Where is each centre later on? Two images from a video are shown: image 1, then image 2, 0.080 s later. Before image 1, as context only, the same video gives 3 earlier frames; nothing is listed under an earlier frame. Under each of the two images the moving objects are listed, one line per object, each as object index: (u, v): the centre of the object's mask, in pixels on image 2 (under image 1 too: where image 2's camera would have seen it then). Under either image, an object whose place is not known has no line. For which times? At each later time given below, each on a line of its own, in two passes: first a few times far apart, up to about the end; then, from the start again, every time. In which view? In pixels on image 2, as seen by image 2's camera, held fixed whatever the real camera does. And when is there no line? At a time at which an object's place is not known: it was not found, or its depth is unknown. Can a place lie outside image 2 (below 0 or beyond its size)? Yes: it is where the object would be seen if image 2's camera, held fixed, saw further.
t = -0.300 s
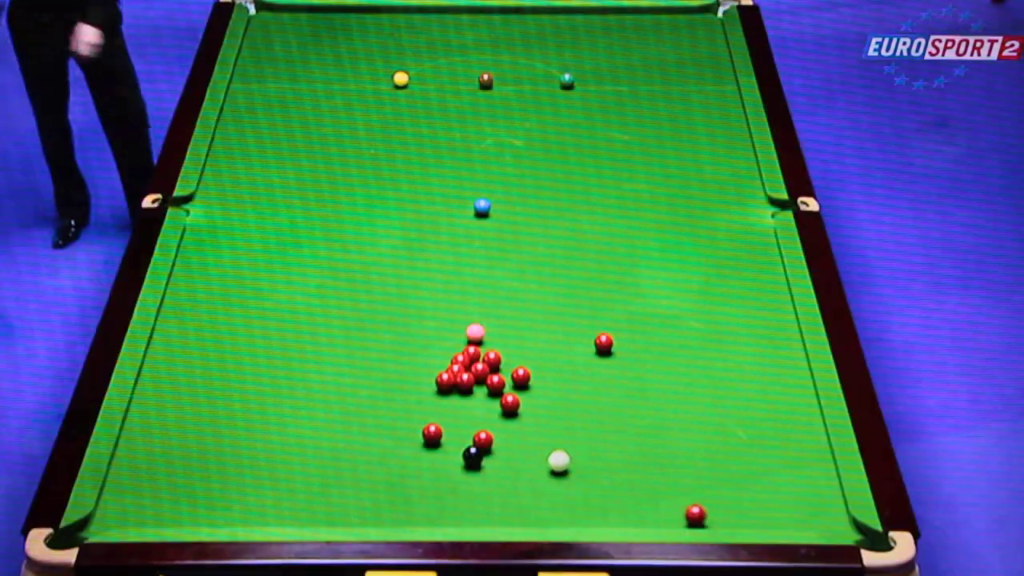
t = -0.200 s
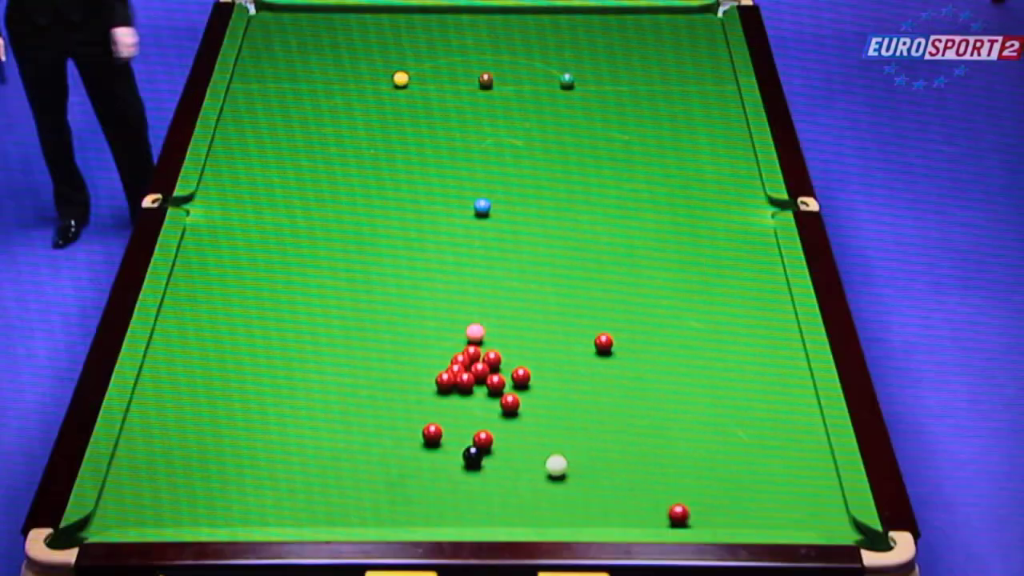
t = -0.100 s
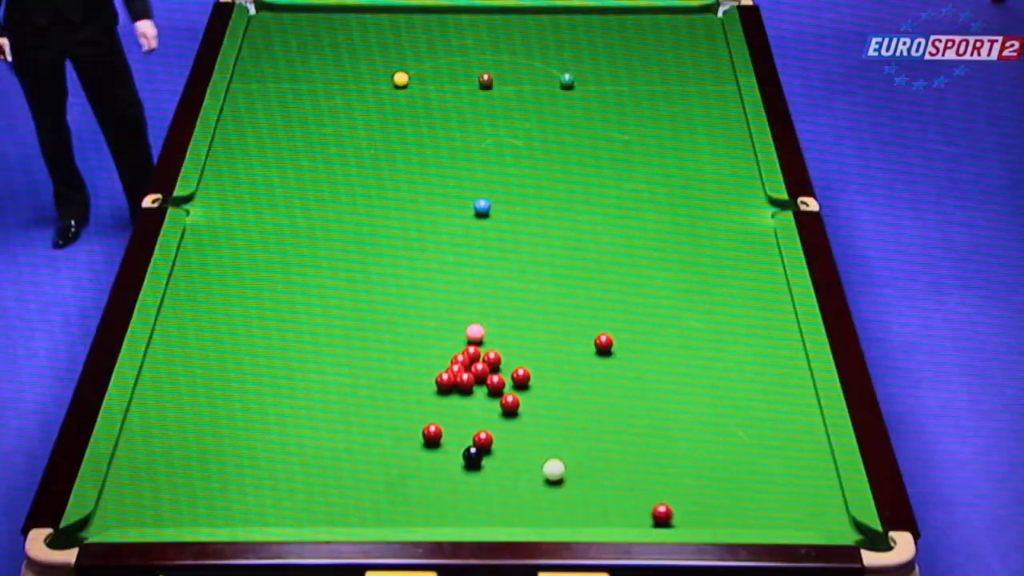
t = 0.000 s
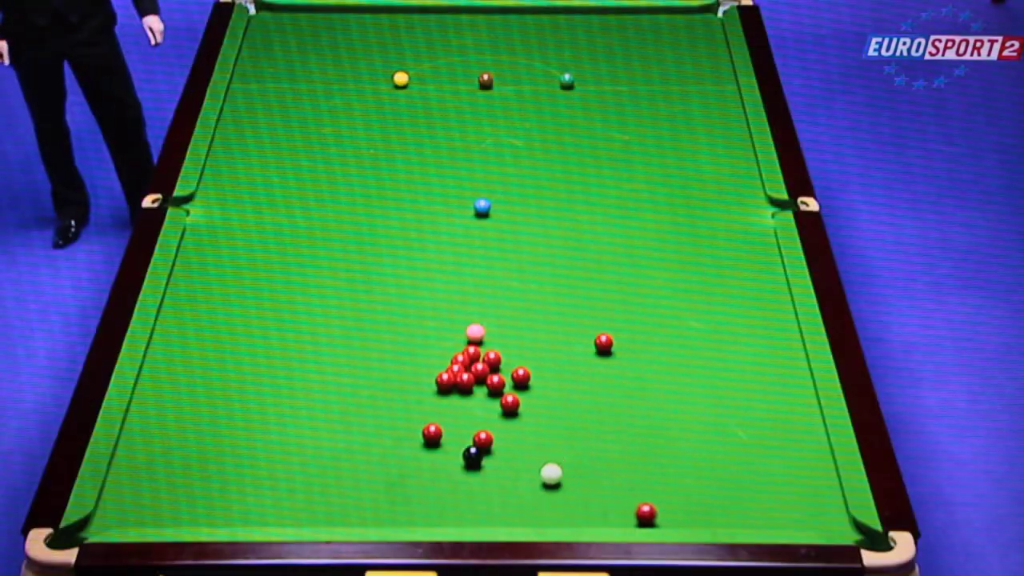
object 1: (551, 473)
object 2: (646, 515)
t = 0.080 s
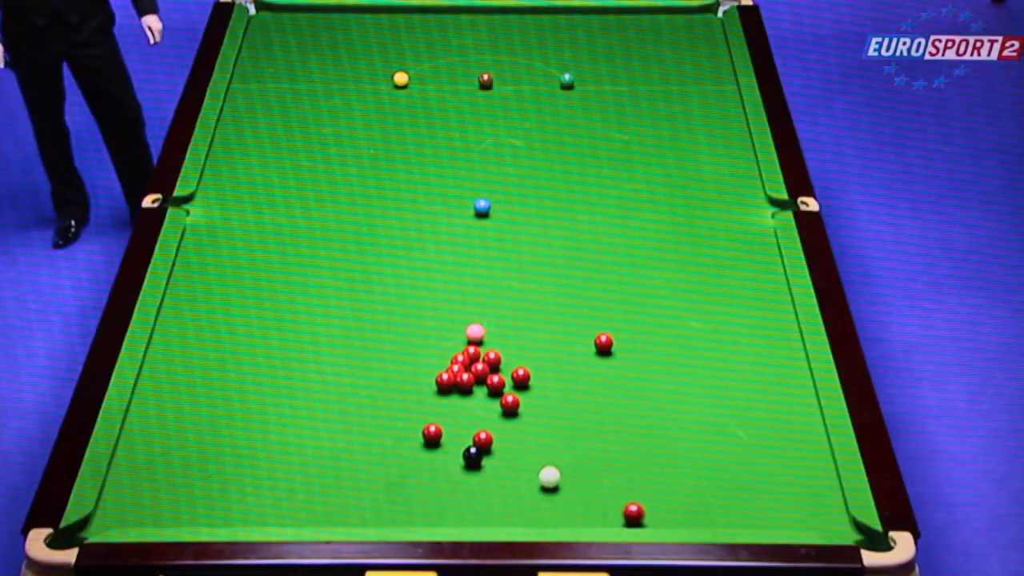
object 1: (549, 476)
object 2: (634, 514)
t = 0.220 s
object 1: (546, 482)
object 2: (612, 514)
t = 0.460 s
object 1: (541, 490)
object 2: (577, 513)
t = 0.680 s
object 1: (537, 495)
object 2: (548, 512)
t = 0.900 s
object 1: (533, 498)
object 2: (521, 514)
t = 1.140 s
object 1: (530, 499)
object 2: (495, 517)
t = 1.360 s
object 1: (528, 499)
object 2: (472, 519)
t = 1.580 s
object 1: (528, 499)
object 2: (452, 520)
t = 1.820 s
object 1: (528, 499)
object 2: (434, 519)
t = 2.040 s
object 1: (528, 500)
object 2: (420, 518)
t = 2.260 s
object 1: (528, 500)
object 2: (407, 517)
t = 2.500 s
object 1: (528, 500)
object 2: (395, 516)
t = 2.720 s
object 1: (528, 500)
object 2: (386, 516)
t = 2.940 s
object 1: (528, 500)
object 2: (378, 516)
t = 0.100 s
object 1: (549, 477)
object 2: (631, 514)
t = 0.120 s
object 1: (548, 478)
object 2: (627, 514)
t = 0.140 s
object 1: (548, 479)
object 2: (624, 514)
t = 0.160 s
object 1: (548, 479)
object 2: (621, 514)
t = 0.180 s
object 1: (547, 480)
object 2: (618, 514)
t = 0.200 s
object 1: (547, 481)
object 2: (615, 514)
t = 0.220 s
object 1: (546, 482)
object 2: (612, 514)
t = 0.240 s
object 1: (546, 483)
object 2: (609, 514)
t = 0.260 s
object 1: (545, 483)
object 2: (606, 514)
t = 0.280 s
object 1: (545, 484)
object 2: (603, 513)
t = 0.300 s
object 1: (544, 485)
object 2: (600, 513)
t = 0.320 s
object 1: (544, 485)
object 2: (597, 513)
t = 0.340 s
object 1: (544, 486)
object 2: (594, 513)
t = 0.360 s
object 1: (543, 487)
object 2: (591, 513)
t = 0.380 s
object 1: (543, 487)
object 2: (589, 513)
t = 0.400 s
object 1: (542, 488)
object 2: (586, 513)
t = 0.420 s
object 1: (542, 489)
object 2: (583, 513)
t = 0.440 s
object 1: (542, 489)
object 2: (580, 513)
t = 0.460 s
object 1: (541, 490)
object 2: (577, 513)
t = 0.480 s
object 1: (541, 491)
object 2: (575, 512)
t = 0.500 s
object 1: (540, 491)
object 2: (572, 512)
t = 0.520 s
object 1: (540, 492)
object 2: (569, 512)
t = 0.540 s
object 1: (540, 493)
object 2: (566, 512)
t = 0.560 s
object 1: (539, 493)
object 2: (564, 512)
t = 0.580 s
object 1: (539, 494)
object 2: (561, 512)
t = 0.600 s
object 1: (539, 494)
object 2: (558, 512)
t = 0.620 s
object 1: (538, 495)
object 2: (555, 512)
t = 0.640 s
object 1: (538, 495)
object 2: (553, 512)
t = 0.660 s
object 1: (537, 496)
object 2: (550, 512)
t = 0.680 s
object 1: (537, 495)
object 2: (548, 512)
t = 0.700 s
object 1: (536, 496)
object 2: (545, 512)
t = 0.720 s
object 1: (536, 496)
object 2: (542, 512)
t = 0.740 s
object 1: (536, 496)
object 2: (539, 512)
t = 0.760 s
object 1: (535, 496)
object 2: (537, 512)
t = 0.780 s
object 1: (535, 496)
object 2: (535, 512)
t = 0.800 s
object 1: (535, 496)
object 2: (533, 513)
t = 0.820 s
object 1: (535, 497)
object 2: (531, 513)
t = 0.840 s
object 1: (535, 497)
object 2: (528, 513)
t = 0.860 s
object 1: (535, 498)
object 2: (526, 514)
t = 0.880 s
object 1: (534, 498)
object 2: (523, 514)
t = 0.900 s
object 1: (533, 498)
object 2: (521, 514)
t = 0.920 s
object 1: (533, 499)
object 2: (519, 515)
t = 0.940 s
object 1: (533, 499)
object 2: (516, 515)
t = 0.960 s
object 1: (532, 499)
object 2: (514, 515)
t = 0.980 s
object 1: (532, 499)
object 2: (512, 515)
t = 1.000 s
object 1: (532, 499)
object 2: (510, 515)
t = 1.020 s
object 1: (531, 499)
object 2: (507, 516)
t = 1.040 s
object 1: (531, 499)
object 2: (506, 516)
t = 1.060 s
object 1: (531, 499)
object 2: (503, 516)
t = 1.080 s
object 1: (530, 499)
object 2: (501, 516)
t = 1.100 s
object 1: (530, 499)
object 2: (499, 516)
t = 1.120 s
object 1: (530, 499)
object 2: (497, 517)
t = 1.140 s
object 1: (530, 499)
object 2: (495, 517)
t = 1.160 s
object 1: (529, 499)
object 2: (493, 517)
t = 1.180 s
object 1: (529, 499)
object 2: (490, 517)
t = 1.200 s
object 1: (529, 499)
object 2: (488, 517)
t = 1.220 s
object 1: (529, 499)
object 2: (486, 517)
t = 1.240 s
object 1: (529, 499)
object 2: (484, 518)
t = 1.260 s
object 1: (529, 499)
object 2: (482, 518)
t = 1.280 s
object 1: (528, 499)
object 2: (480, 518)
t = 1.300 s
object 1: (528, 500)
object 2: (478, 518)
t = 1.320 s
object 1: (528, 500)
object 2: (476, 519)
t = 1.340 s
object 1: (528, 499)
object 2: (474, 519)
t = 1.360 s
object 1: (528, 499)
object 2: (472, 519)
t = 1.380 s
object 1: (528, 499)
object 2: (470, 519)
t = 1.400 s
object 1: (528, 500)
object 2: (468, 519)
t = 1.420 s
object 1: (528, 499)
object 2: (466, 519)
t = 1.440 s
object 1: (528, 500)
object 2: (465, 520)
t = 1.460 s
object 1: (528, 499)
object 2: (463, 520)
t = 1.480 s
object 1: (528, 500)
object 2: (461, 520)
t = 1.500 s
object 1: (528, 499)
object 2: (459, 520)
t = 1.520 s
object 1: (528, 500)
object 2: (457, 520)
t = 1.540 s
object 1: (528, 500)
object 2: (455, 520)
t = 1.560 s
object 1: (528, 500)
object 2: (454, 520)
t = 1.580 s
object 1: (528, 499)
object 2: (452, 520)
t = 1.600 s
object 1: (528, 500)
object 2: (451, 520)
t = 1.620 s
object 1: (528, 499)
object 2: (449, 520)
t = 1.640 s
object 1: (528, 500)
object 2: (448, 520)
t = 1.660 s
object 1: (528, 500)
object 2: (446, 520)
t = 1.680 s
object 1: (528, 499)
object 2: (444, 520)
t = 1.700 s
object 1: (528, 499)
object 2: (443, 520)
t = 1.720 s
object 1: (528, 499)
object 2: (441, 519)
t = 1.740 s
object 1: (528, 499)
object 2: (440, 519)
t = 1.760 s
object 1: (528, 499)
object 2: (439, 519)
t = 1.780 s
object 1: (528, 499)
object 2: (437, 519)
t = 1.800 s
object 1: (528, 500)
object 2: (436, 519)
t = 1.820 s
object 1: (528, 499)
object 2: (434, 519)
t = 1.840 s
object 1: (528, 499)
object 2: (433, 519)
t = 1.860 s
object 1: (528, 499)
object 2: (432, 519)
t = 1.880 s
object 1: (528, 499)
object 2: (430, 519)
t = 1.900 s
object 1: (528, 499)
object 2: (429, 519)
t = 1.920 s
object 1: (528, 499)
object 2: (428, 519)
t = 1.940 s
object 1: (528, 499)
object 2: (426, 518)
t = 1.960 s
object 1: (528, 499)
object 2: (425, 518)
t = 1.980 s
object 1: (528, 499)
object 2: (424, 518)
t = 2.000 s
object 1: (528, 499)
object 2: (422, 518)
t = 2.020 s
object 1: (528, 499)
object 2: (421, 518)
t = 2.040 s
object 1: (528, 500)
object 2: (420, 518)
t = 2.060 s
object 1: (528, 500)
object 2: (419, 518)
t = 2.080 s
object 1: (528, 500)
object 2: (418, 518)
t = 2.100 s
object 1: (528, 500)
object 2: (416, 518)
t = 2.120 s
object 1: (528, 500)
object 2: (415, 518)
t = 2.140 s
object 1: (528, 500)
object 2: (414, 518)
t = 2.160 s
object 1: (528, 500)
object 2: (413, 518)
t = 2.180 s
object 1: (528, 500)
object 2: (412, 518)
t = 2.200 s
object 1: (528, 500)
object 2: (410, 517)
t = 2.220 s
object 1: (528, 500)
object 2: (409, 517)
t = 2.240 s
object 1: (528, 500)
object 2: (408, 517)
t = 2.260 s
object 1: (528, 500)
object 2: (407, 517)
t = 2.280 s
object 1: (528, 500)
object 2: (406, 517)
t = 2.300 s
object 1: (528, 500)
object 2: (405, 517)
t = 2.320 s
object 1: (528, 500)
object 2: (404, 517)
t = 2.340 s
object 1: (528, 500)
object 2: (403, 517)
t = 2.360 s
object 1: (528, 500)
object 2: (402, 517)
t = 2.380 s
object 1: (528, 500)
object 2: (401, 517)
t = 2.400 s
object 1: (528, 500)
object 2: (400, 517)
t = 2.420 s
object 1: (528, 500)
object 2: (399, 516)
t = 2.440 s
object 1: (528, 500)
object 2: (398, 516)
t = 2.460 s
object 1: (528, 500)
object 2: (397, 516)
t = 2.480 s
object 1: (528, 500)
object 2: (396, 516)
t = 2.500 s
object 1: (528, 500)
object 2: (395, 516)
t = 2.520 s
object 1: (528, 500)
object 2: (395, 516)
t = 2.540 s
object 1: (528, 500)
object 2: (394, 516)
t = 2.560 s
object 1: (528, 500)
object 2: (393, 516)
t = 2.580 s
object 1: (528, 500)
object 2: (392, 516)
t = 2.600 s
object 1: (528, 500)
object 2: (391, 516)
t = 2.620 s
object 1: (528, 500)
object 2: (390, 516)
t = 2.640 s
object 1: (528, 500)
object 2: (389, 516)
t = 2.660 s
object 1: (528, 500)
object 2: (388, 516)
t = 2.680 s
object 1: (528, 500)
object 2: (388, 516)
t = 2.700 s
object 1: (528, 500)
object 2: (387, 516)
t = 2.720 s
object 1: (528, 500)
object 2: (386, 516)
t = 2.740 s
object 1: (528, 500)
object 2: (385, 516)
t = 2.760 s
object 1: (528, 500)
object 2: (384, 516)
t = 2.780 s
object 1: (528, 500)
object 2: (384, 516)
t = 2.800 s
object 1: (528, 500)
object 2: (383, 516)
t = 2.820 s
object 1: (528, 500)
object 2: (382, 516)
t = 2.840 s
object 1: (528, 500)
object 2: (382, 516)
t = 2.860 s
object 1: (528, 500)
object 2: (381, 516)
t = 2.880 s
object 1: (528, 500)
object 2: (380, 515)
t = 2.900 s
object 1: (528, 500)
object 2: (380, 516)
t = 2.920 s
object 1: (528, 500)
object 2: (379, 515)
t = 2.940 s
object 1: (528, 500)
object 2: (378, 516)
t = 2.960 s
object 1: (528, 500)
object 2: (378, 516)
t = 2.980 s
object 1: (528, 500)
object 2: (377, 515)
